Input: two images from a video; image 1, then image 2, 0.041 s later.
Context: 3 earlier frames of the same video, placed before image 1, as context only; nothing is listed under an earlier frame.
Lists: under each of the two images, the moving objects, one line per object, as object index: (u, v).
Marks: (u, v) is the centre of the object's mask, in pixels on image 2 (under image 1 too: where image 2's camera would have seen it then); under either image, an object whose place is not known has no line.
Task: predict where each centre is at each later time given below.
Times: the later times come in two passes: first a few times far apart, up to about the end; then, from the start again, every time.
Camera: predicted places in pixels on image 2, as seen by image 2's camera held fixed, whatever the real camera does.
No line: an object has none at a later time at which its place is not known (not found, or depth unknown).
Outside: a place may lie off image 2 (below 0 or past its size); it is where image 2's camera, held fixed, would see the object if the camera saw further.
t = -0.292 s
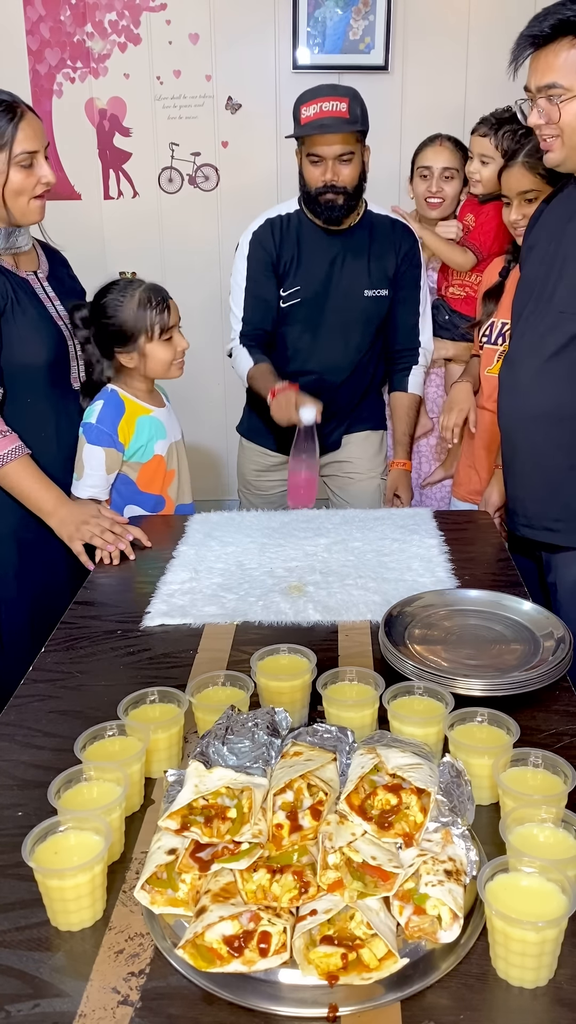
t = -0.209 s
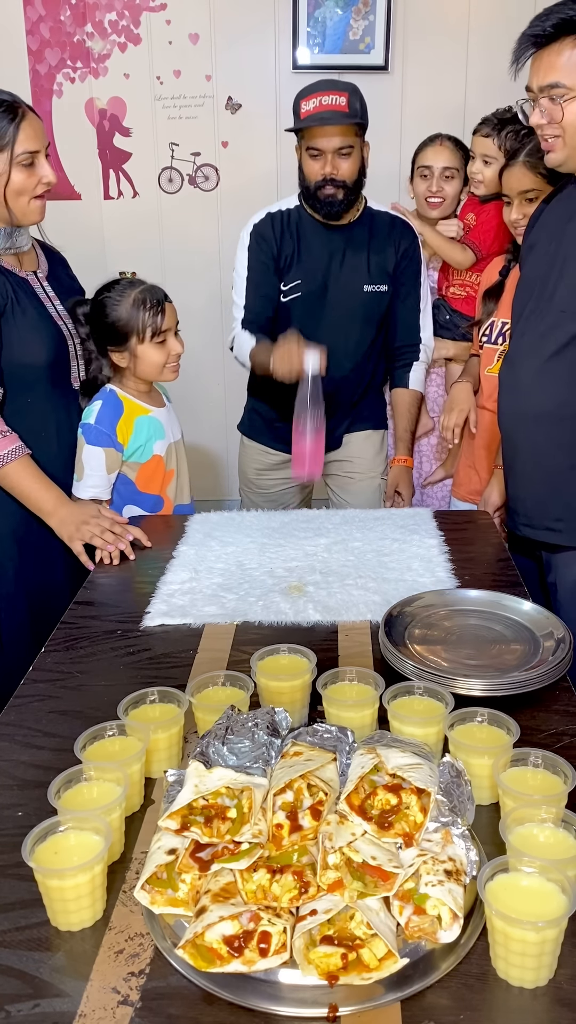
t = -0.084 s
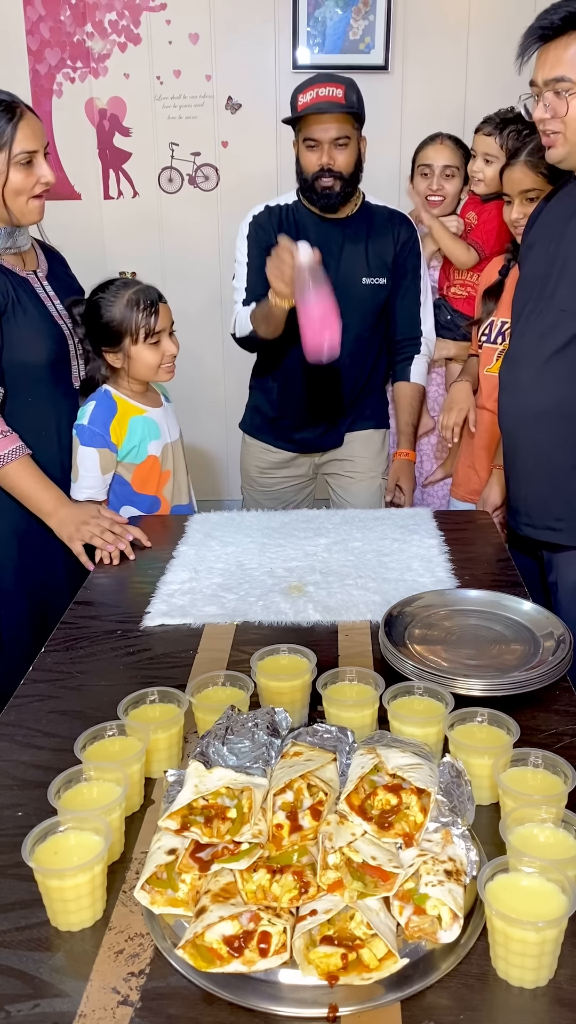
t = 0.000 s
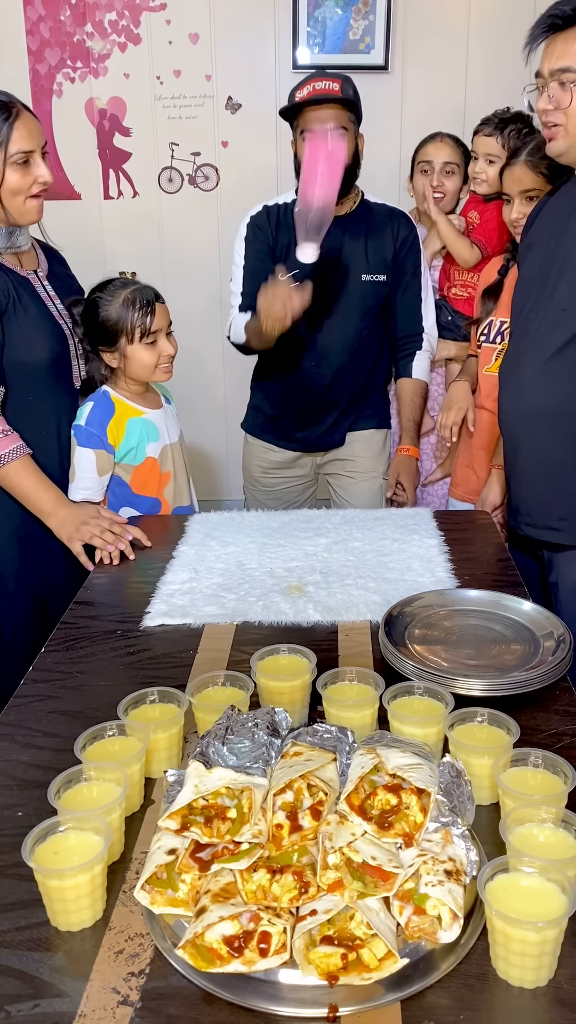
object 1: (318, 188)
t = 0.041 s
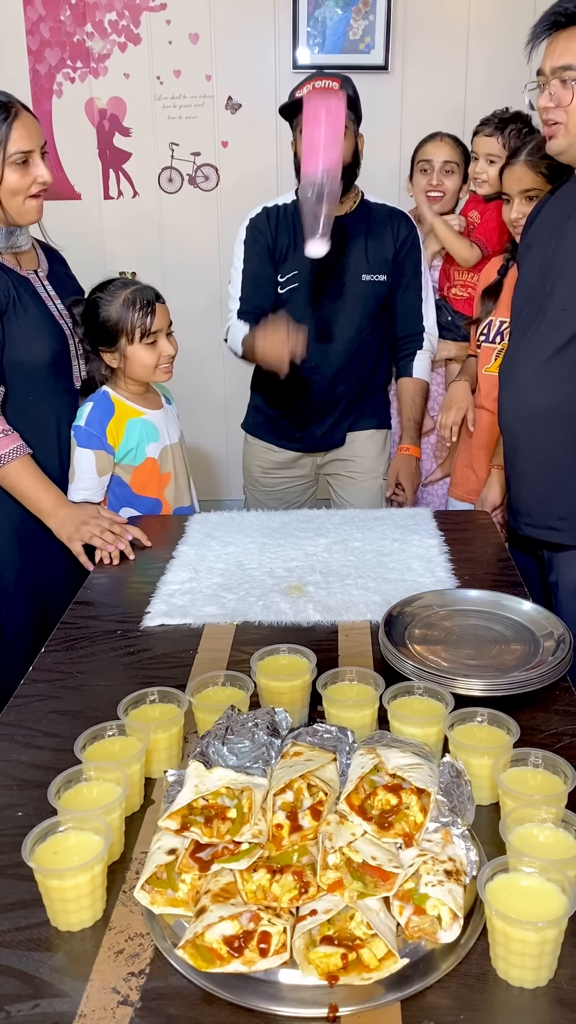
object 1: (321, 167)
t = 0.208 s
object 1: (335, 91)
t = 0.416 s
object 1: (335, 236)
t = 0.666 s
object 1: (338, 501)
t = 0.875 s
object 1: (339, 500)
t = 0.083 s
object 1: (326, 144)
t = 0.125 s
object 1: (330, 122)
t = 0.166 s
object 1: (334, 103)
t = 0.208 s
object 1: (335, 91)
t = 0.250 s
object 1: (334, 90)
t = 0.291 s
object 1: (334, 110)
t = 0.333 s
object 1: (335, 139)
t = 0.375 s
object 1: (335, 183)
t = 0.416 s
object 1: (335, 236)
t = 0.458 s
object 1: (336, 298)
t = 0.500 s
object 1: (337, 368)
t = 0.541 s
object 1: (337, 447)
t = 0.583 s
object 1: (336, 497)
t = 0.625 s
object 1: (339, 500)
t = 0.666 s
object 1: (338, 501)
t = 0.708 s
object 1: (337, 501)
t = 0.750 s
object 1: (336, 500)
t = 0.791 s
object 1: (335, 501)
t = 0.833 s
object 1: (337, 500)
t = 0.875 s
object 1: (339, 500)
